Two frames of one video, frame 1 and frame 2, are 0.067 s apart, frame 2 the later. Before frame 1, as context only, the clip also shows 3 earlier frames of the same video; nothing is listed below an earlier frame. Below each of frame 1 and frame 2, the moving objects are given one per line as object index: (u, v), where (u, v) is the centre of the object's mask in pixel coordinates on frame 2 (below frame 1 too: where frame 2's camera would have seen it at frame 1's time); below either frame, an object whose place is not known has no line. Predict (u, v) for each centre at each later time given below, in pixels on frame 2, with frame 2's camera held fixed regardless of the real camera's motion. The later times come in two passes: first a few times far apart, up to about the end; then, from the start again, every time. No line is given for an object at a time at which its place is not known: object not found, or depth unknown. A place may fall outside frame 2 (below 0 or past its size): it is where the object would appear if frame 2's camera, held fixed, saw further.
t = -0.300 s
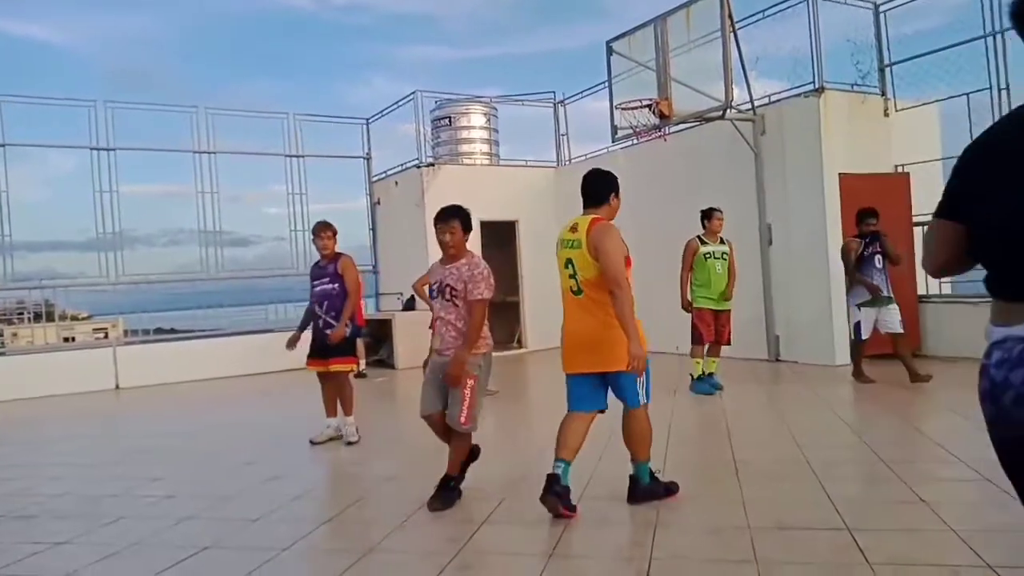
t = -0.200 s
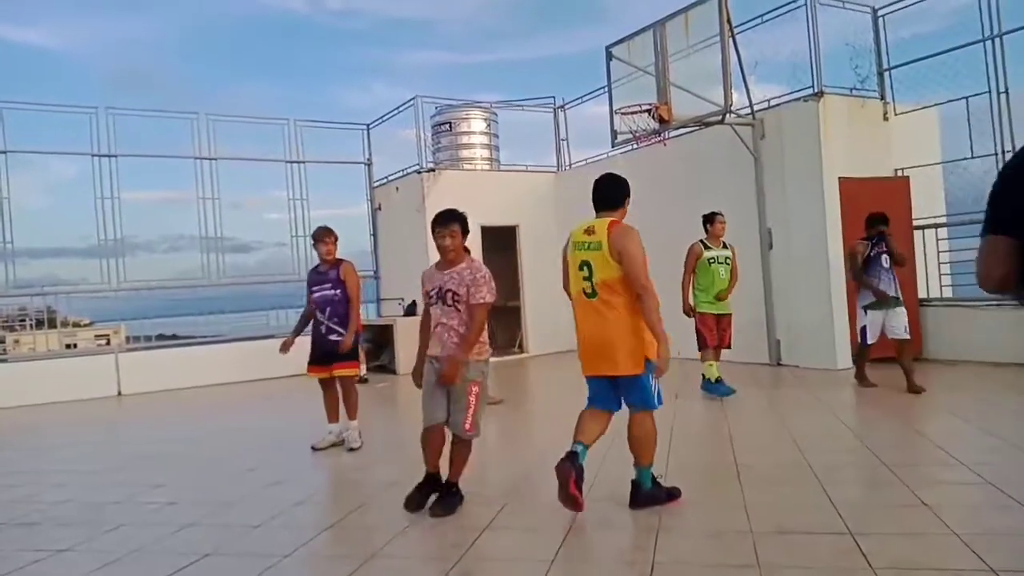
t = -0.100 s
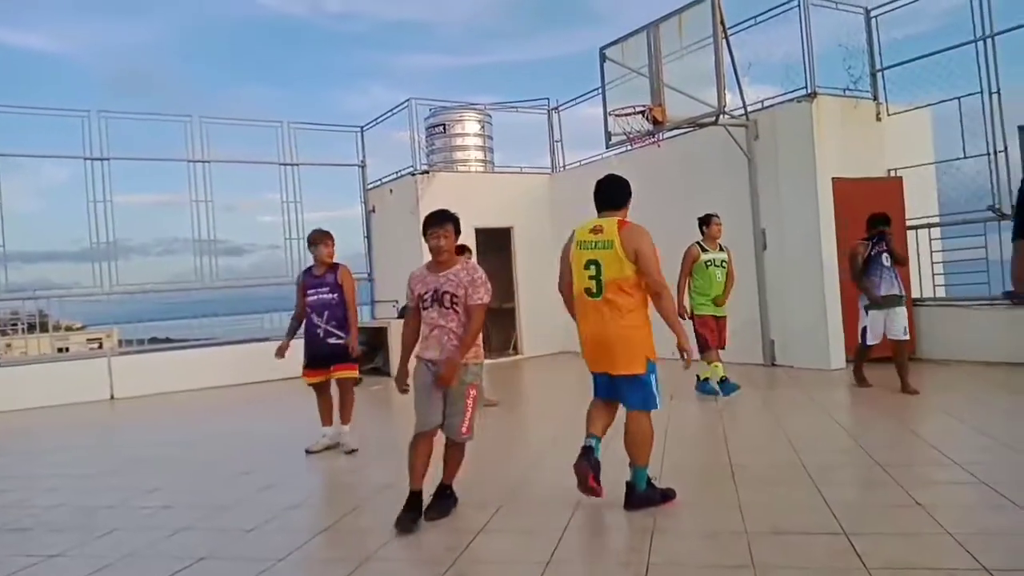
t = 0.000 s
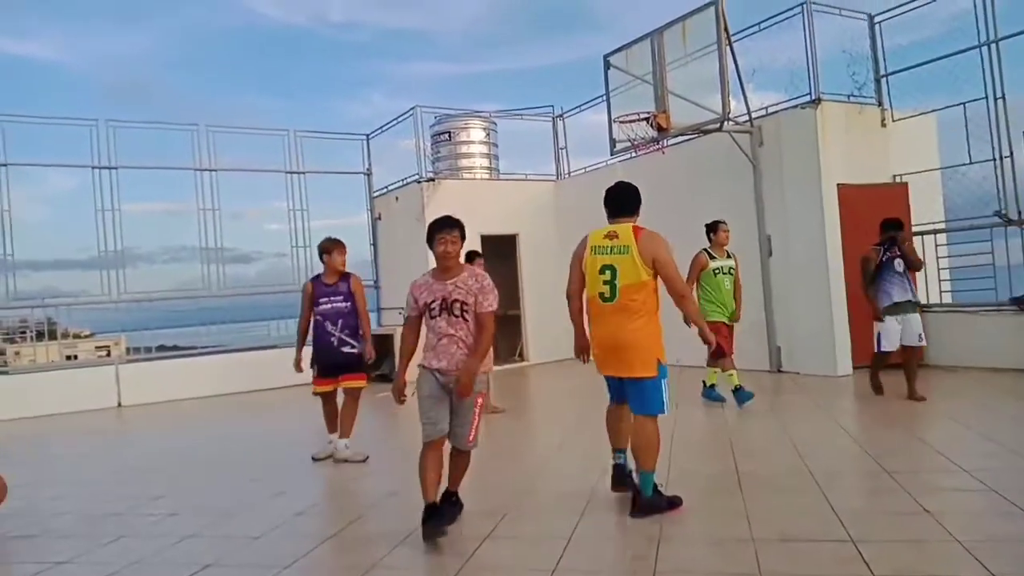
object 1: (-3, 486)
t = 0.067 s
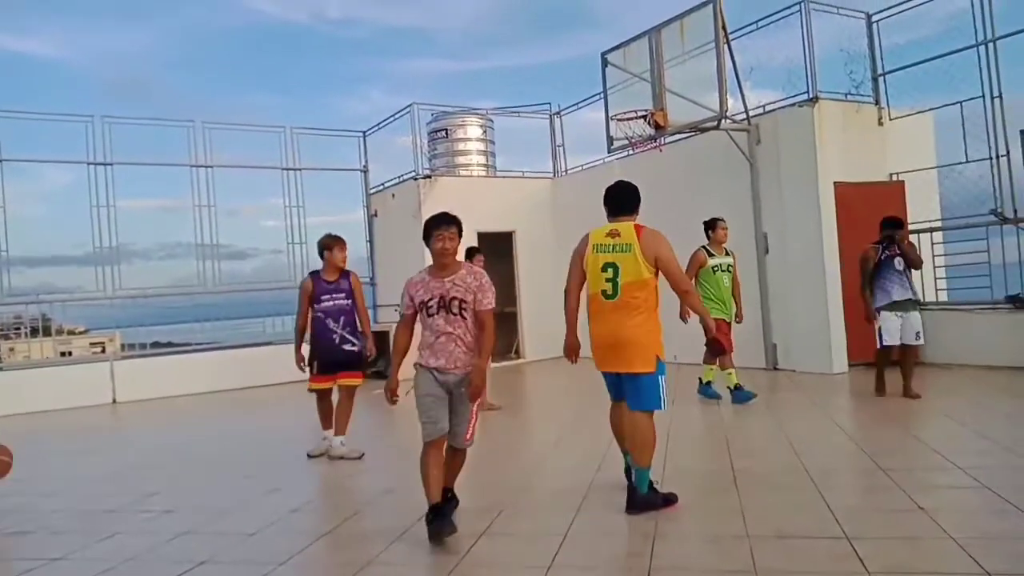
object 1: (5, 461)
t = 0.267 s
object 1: (27, 428)
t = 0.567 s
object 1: (85, 478)
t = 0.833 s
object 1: (125, 434)
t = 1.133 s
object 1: (174, 448)
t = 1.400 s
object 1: (215, 450)
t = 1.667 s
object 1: (252, 436)
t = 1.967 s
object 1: (291, 434)
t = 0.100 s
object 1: (9, 451)
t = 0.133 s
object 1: (12, 443)
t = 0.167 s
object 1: (15, 436)
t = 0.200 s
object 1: (21, 432)
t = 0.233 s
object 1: (25, 429)
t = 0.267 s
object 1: (27, 428)
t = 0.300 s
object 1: (32, 428)
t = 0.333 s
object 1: (39, 430)
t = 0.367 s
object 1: (45, 434)
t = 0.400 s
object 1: (52, 440)
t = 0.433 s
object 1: (58, 446)
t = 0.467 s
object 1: (65, 455)
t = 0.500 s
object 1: (73, 466)
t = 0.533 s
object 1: (79, 478)
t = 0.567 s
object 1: (85, 478)
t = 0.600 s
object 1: (89, 467)
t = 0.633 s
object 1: (94, 457)
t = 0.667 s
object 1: (99, 449)
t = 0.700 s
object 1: (104, 443)
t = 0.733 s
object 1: (109, 438)
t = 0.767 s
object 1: (114, 435)
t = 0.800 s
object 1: (120, 433)
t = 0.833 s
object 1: (125, 434)
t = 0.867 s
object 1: (131, 435)
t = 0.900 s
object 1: (136, 439)
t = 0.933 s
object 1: (142, 444)
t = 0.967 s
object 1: (148, 451)
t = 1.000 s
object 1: (153, 459)
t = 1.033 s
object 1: (159, 469)
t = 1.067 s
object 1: (163, 463)
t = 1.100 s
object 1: (169, 455)
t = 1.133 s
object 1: (174, 448)
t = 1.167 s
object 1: (178, 442)
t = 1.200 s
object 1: (183, 438)
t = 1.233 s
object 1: (189, 437)
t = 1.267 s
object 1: (194, 437)
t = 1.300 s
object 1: (199, 437)
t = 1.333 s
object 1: (204, 440)
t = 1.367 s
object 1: (209, 445)
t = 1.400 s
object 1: (215, 450)
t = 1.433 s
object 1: (220, 458)
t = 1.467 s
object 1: (225, 454)
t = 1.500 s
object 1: (229, 447)
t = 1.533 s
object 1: (234, 442)
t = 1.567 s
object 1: (238, 438)
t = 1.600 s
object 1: (243, 436)
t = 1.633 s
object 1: (248, 436)
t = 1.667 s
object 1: (252, 436)
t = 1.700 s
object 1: (257, 438)
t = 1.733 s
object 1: (262, 442)
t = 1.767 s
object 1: (267, 448)
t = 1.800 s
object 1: (271, 448)
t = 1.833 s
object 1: (275, 442)
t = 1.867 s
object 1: (279, 437)
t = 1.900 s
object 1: (283, 435)
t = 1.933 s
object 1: (287, 434)
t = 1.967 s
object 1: (291, 434)
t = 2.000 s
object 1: (295, 436)
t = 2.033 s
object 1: (299, 439)
